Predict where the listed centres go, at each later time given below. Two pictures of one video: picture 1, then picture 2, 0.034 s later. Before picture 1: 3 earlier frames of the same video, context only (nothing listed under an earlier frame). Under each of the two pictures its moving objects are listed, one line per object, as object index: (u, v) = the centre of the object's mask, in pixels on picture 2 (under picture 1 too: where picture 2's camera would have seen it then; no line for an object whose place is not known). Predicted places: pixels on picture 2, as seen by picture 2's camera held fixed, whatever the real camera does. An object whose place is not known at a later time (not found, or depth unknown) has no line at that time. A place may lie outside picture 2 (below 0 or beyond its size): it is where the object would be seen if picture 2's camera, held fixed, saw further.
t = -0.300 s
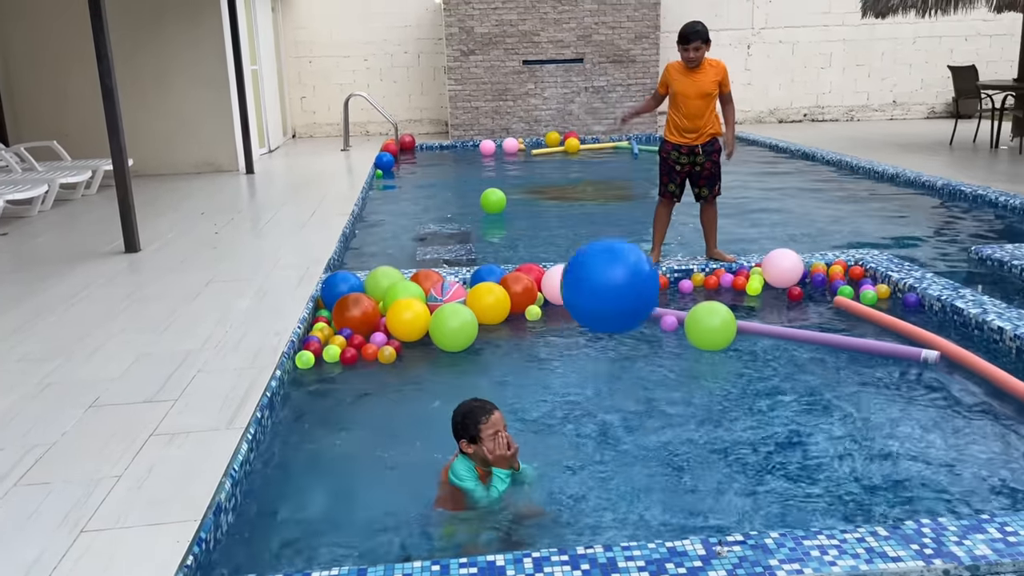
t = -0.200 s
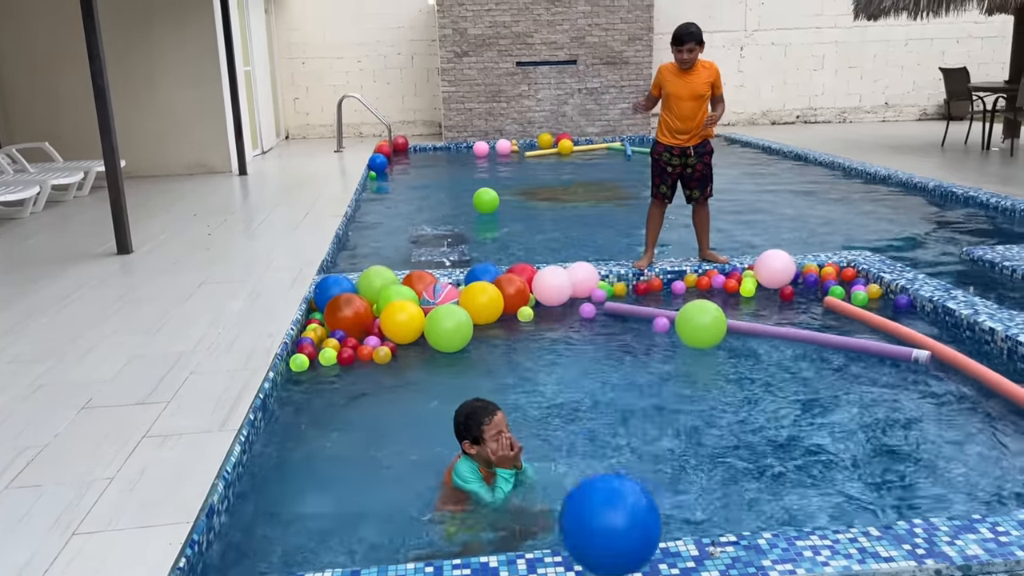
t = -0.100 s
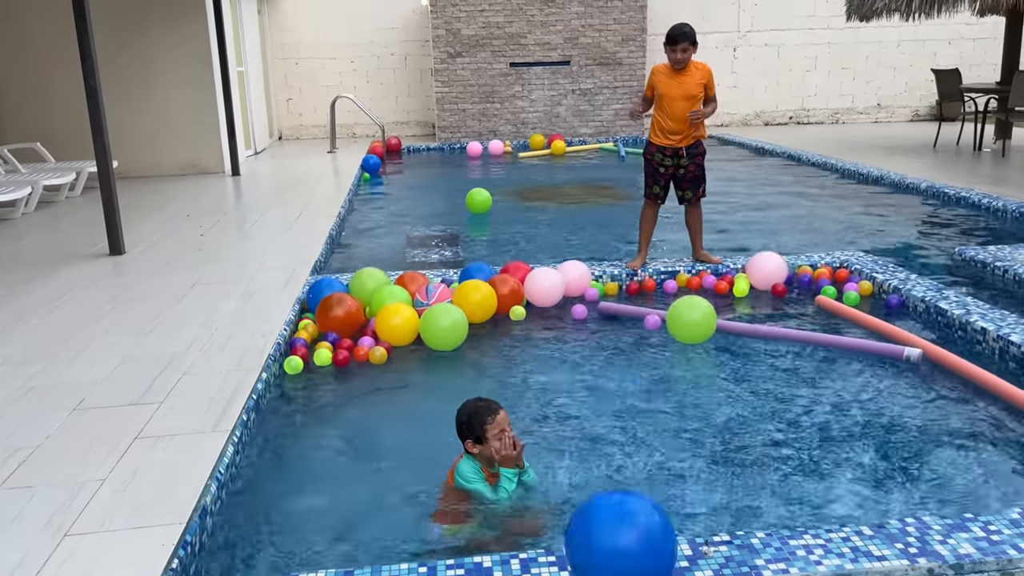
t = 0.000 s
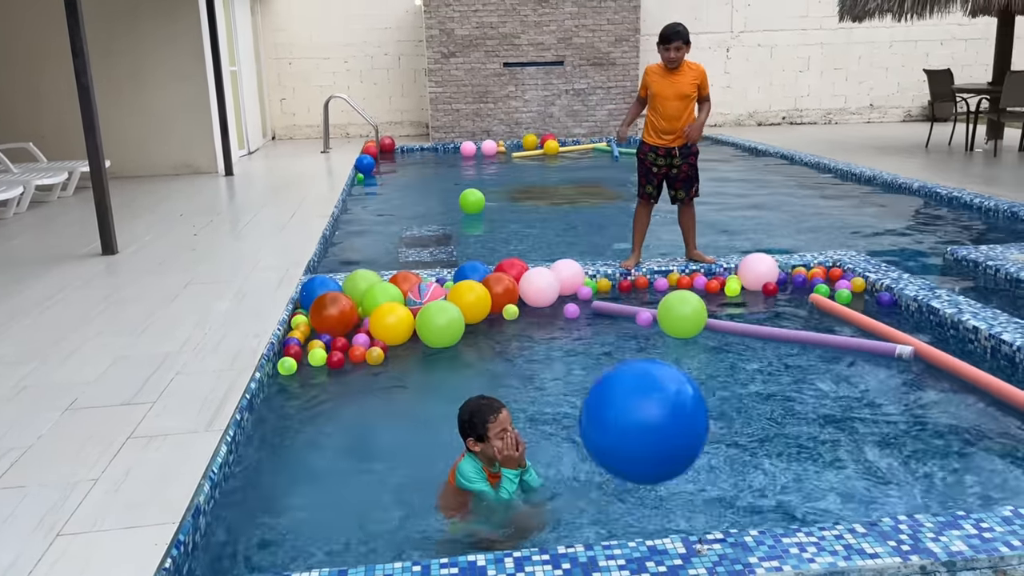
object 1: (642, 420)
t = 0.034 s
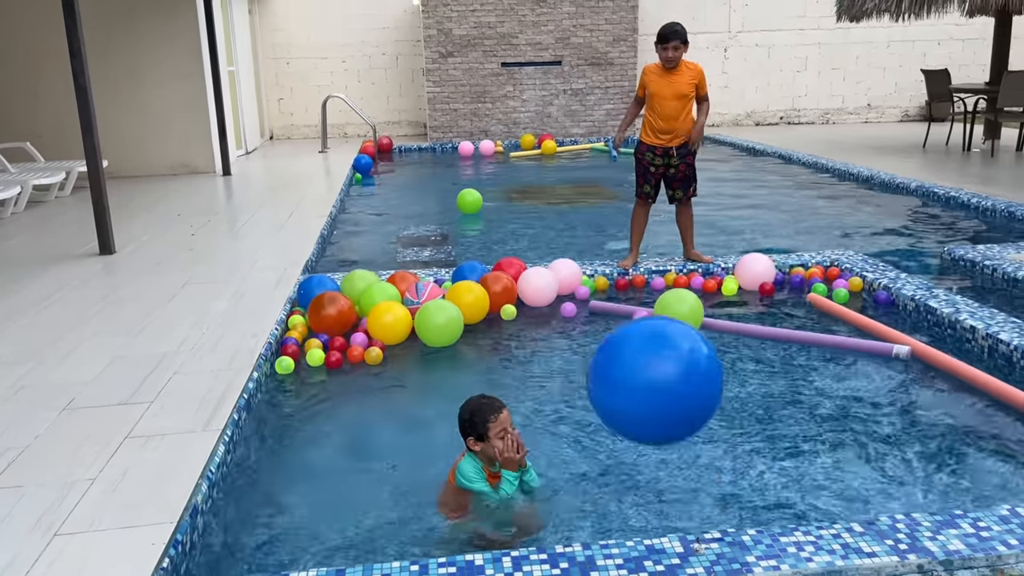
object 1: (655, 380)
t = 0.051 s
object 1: (662, 361)
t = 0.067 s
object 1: (670, 342)
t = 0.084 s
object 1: (677, 323)
